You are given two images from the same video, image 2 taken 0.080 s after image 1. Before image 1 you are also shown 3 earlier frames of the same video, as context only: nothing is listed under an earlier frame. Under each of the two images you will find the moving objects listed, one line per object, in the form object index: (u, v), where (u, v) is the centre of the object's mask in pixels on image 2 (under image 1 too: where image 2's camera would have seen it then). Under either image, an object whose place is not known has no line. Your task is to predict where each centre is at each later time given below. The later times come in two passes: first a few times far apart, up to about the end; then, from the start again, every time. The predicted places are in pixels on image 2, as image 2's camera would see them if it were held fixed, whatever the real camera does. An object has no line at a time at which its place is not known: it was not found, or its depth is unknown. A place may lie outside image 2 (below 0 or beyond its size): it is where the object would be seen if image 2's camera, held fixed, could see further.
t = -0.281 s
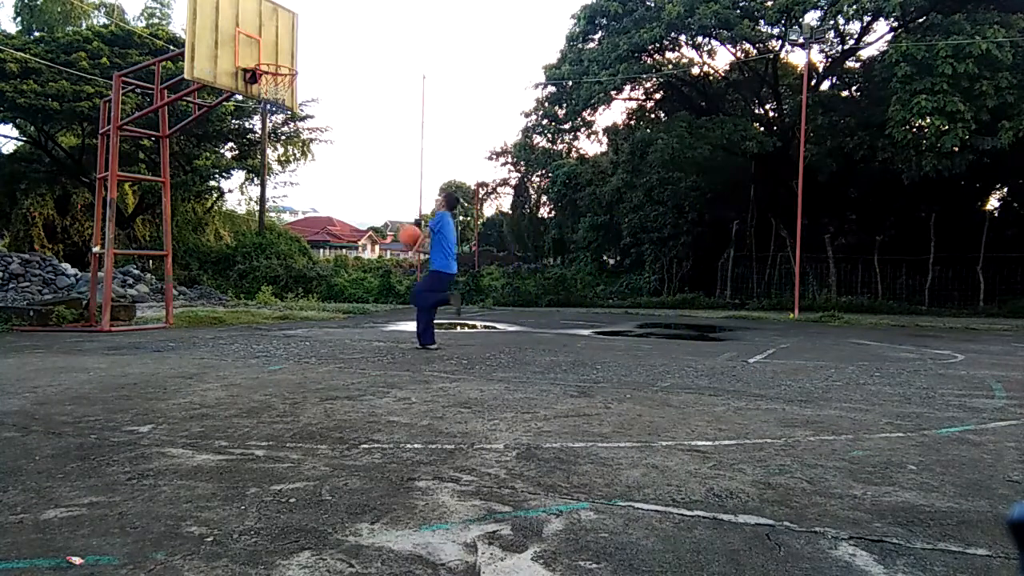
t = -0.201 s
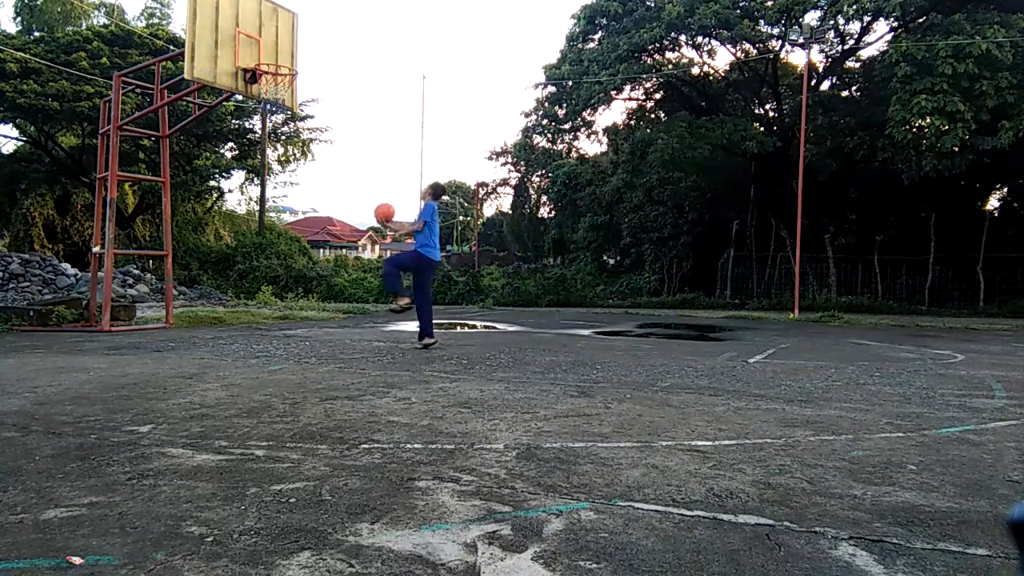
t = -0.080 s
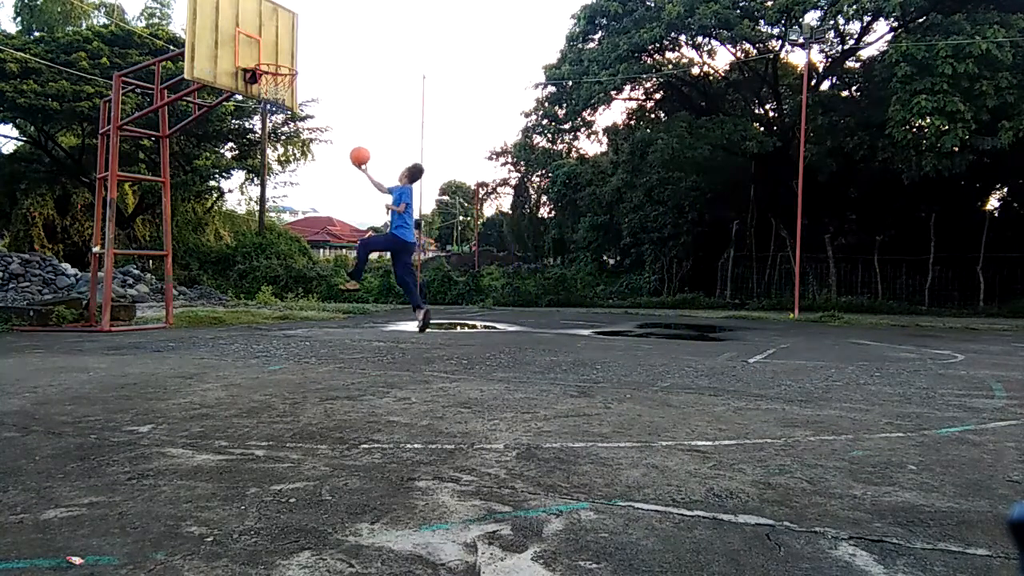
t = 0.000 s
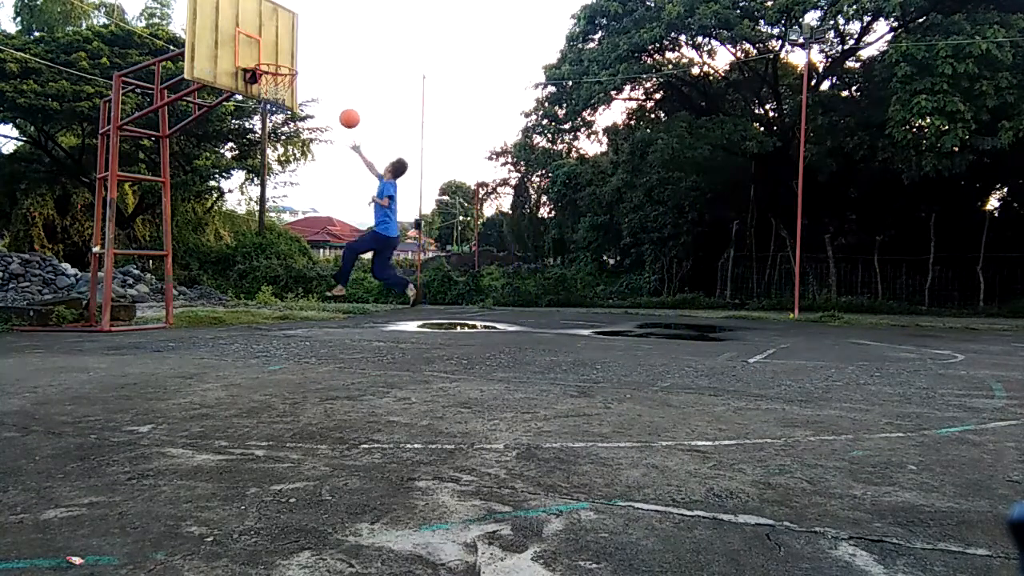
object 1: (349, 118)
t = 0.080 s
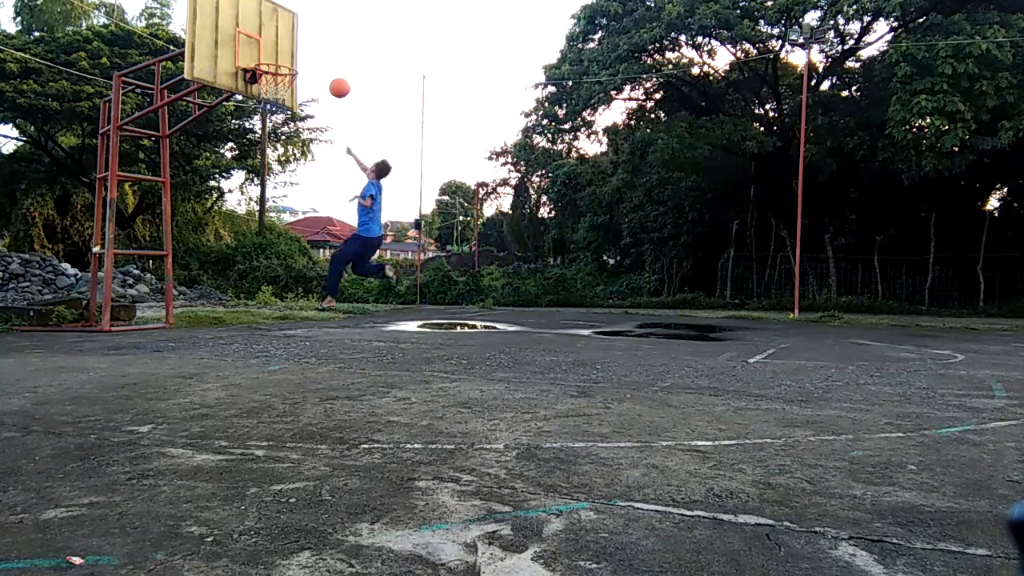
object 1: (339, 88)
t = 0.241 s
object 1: (319, 44)
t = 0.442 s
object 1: (294, 24)
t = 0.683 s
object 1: (265, 47)
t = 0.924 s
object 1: (265, 31)
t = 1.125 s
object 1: (270, 35)
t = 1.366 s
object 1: (276, 82)
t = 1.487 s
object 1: (278, 117)
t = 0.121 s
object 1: (334, 74)
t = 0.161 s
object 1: (329, 63)
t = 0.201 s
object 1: (324, 53)
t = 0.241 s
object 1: (319, 44)
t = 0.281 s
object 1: (314, 37)
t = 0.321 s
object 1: (309, 32)
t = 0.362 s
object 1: (304, 28)
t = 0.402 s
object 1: (299, 25)
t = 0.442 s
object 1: (294, 24)
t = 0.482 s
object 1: (289, 24)
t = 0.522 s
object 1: (284, 26)
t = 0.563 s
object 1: (280, 29)
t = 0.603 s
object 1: (275, 34)
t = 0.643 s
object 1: (270, 40)
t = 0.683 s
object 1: (265, 47)
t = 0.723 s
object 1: (261, 55)
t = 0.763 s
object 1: (260, 53)
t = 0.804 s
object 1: (261, 46)
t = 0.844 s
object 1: (262, 40)
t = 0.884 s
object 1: (263, 35)
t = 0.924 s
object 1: (265, 31)
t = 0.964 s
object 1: (266, 29)
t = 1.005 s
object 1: (267, 29)
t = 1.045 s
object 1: (268, 29)
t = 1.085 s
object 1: (269, 31)
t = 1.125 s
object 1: (270, 35)
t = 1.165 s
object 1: (271, 39)
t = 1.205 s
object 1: (272, 46)
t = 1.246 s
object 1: (273, 54)
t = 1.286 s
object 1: (274, 63)
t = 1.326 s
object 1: (275, 74)
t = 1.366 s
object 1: (276, 82)
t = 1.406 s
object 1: (278, 96)
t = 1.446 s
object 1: (277, 105)
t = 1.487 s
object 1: (278, 117)
